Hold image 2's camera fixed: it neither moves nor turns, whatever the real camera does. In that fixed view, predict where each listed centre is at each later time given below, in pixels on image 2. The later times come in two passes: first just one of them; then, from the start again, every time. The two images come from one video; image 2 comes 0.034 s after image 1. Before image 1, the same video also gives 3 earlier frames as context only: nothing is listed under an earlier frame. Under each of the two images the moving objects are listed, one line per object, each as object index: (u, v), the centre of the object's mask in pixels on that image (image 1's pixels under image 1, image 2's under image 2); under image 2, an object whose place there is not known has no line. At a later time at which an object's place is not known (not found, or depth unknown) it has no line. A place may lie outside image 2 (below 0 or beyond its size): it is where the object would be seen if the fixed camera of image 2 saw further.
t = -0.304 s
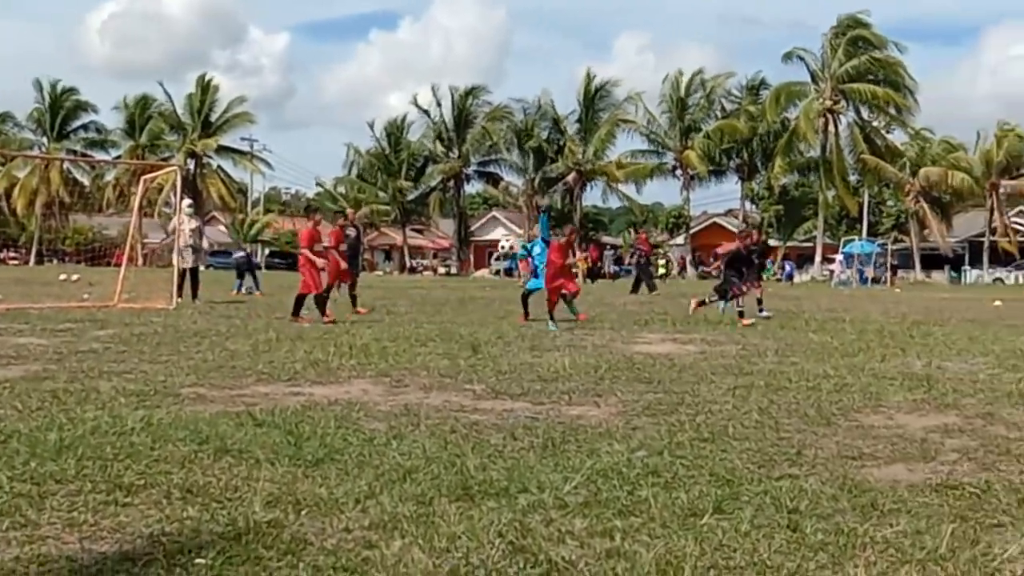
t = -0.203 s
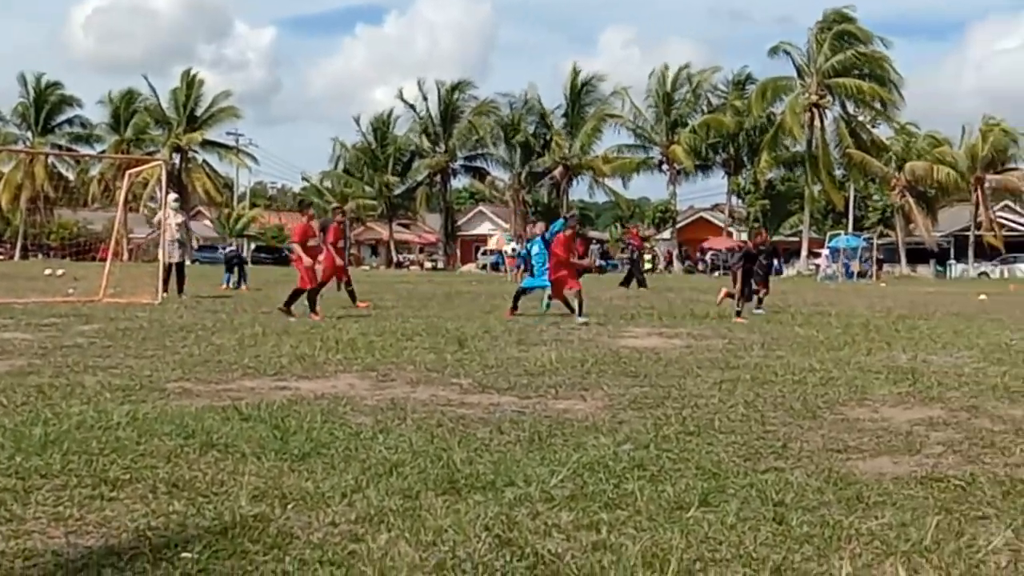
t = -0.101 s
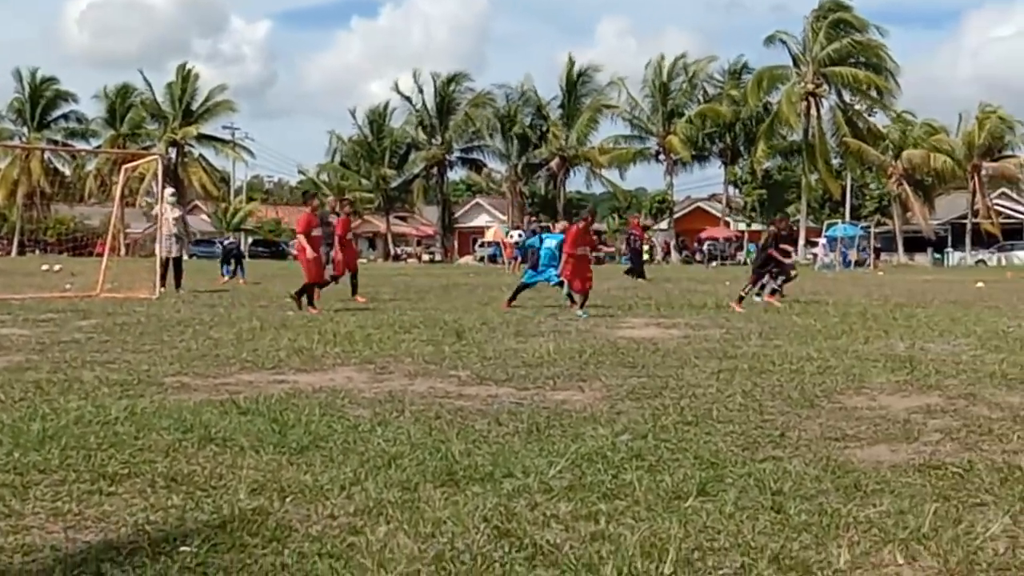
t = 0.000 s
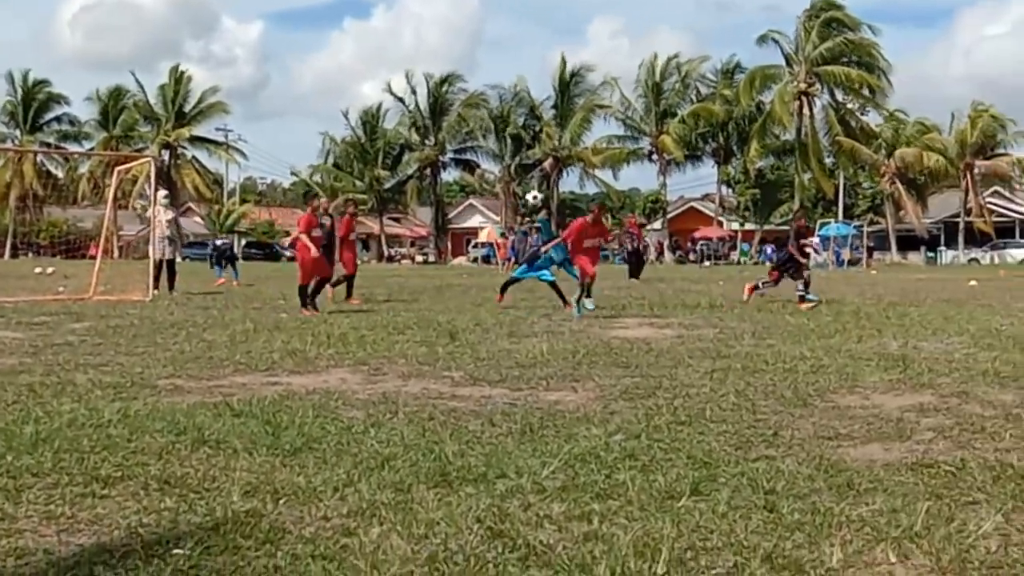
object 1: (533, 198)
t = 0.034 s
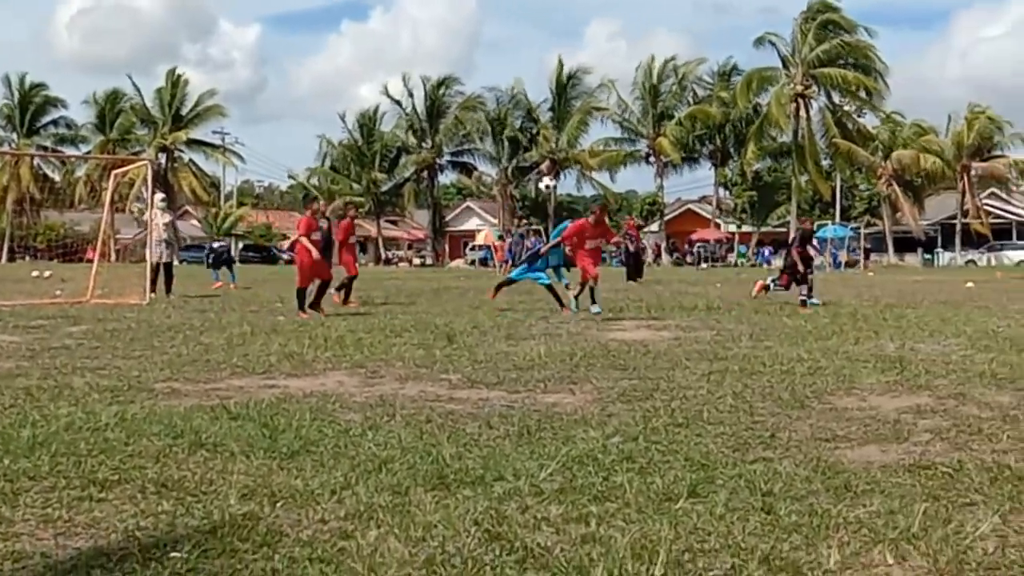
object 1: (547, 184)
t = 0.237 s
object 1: (651, 107)
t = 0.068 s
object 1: (563, 170)
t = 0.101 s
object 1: (579, 155)
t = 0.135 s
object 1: (597, 141)
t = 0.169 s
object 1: (614, 129)
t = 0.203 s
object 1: (632, 119)
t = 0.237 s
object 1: (651, 107)
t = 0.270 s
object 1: (669, 96)
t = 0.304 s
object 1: (689, 87)
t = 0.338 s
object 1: (709, 78)
